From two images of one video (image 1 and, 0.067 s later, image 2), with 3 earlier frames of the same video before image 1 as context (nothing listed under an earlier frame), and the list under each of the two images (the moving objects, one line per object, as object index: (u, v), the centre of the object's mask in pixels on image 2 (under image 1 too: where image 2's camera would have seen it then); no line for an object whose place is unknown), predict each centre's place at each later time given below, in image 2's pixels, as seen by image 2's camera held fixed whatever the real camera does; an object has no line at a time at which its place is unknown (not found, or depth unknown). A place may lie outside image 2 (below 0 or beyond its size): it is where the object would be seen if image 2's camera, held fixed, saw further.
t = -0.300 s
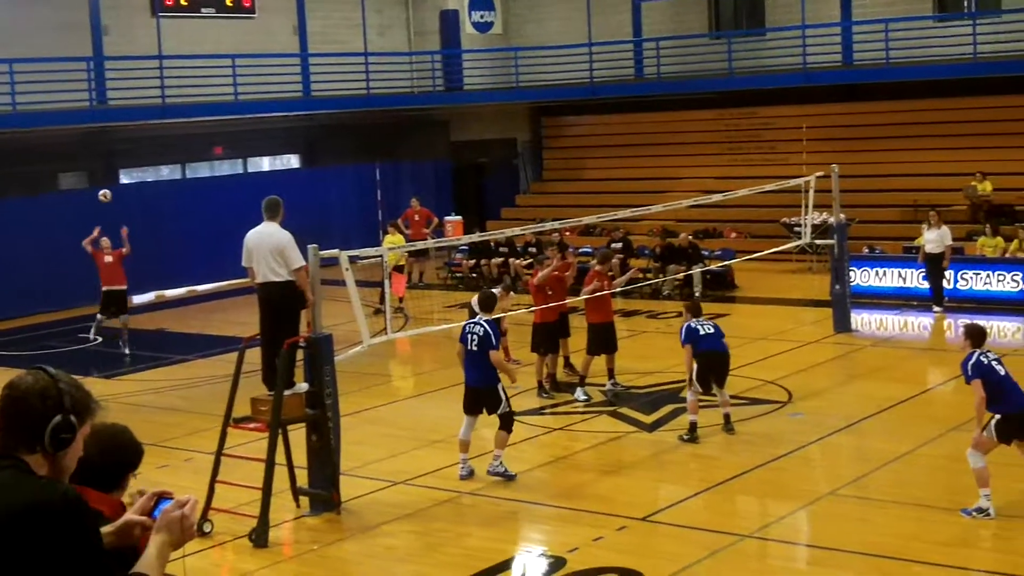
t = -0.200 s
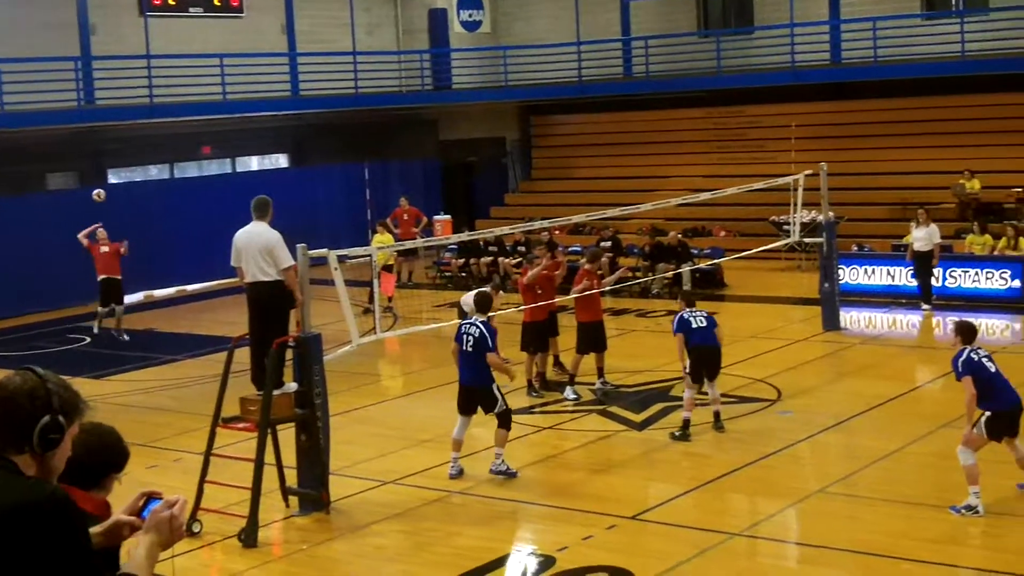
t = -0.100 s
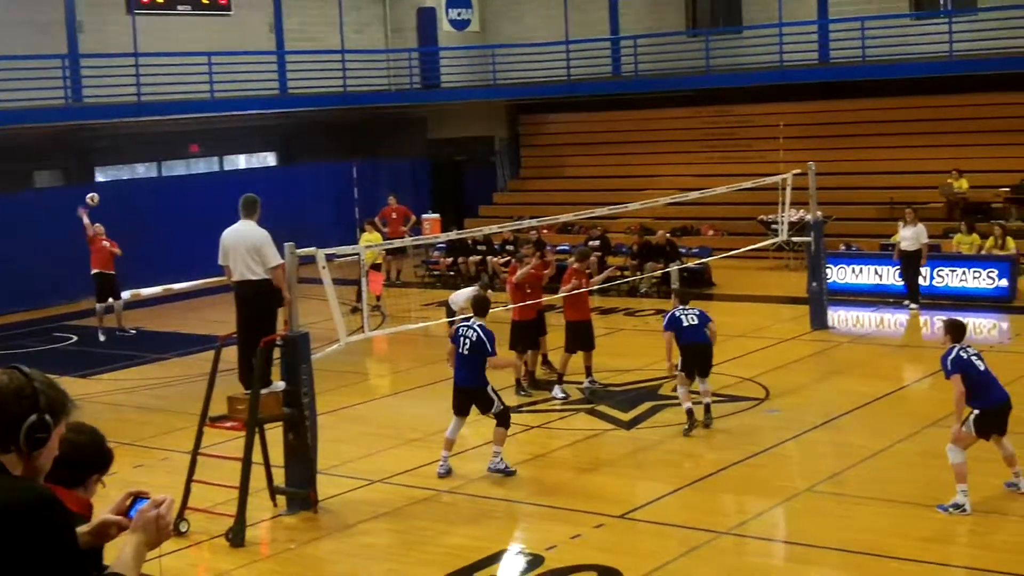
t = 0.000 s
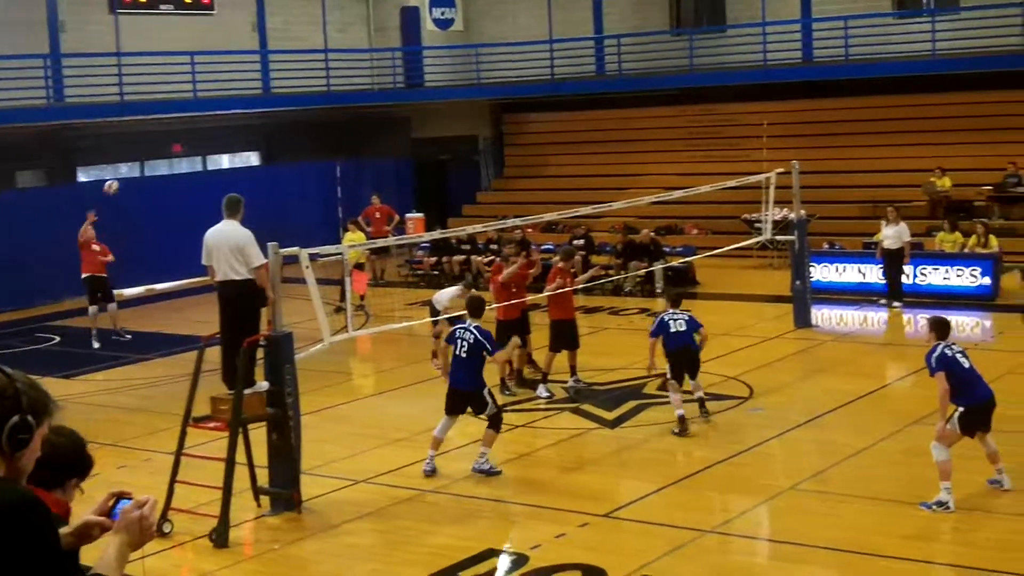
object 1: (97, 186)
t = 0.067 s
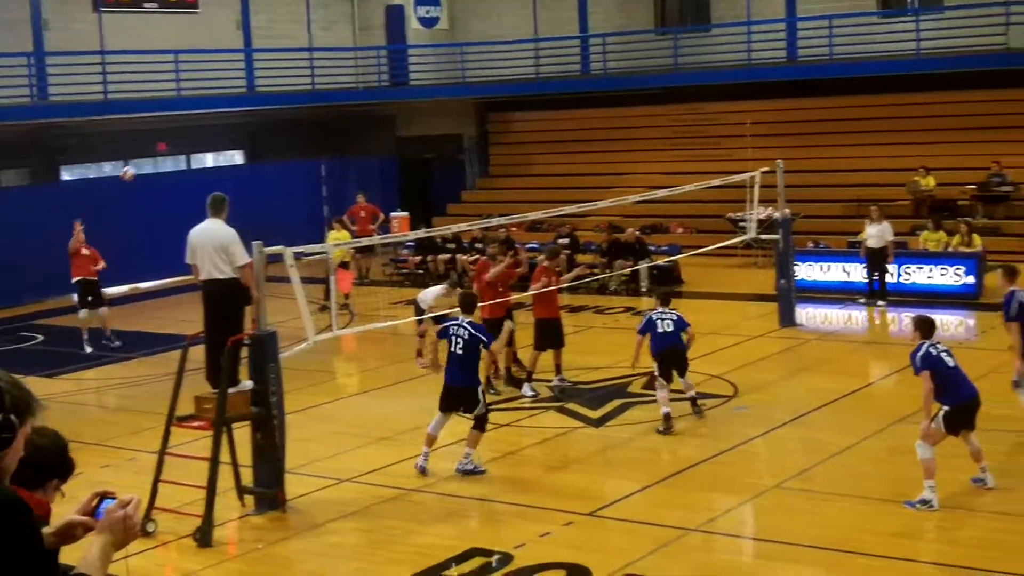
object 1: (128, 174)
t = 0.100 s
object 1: (145, 168)
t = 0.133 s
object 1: (161, 162)
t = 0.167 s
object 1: (178, 158)
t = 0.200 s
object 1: (193, 154)
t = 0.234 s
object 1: (209, 153)
